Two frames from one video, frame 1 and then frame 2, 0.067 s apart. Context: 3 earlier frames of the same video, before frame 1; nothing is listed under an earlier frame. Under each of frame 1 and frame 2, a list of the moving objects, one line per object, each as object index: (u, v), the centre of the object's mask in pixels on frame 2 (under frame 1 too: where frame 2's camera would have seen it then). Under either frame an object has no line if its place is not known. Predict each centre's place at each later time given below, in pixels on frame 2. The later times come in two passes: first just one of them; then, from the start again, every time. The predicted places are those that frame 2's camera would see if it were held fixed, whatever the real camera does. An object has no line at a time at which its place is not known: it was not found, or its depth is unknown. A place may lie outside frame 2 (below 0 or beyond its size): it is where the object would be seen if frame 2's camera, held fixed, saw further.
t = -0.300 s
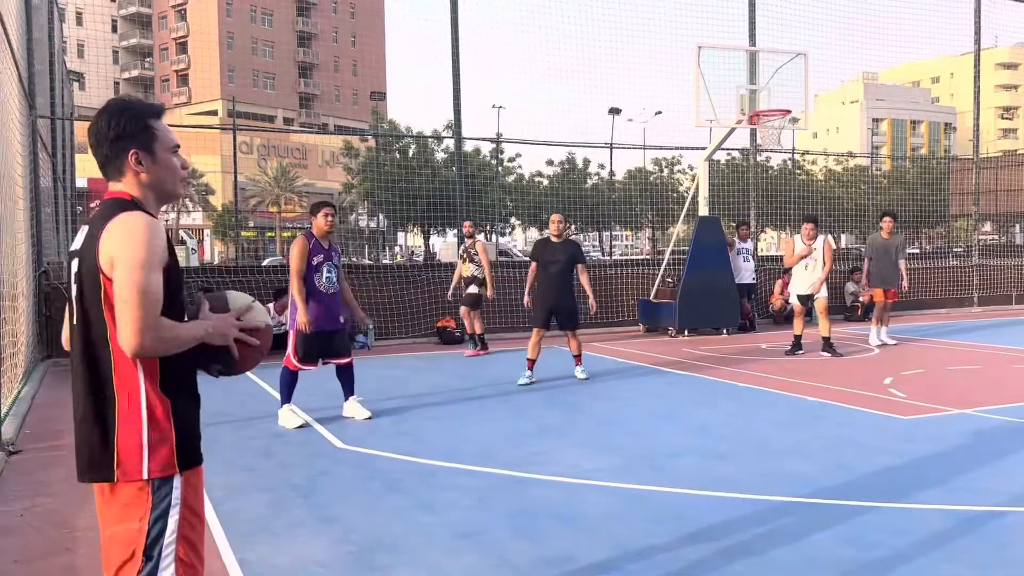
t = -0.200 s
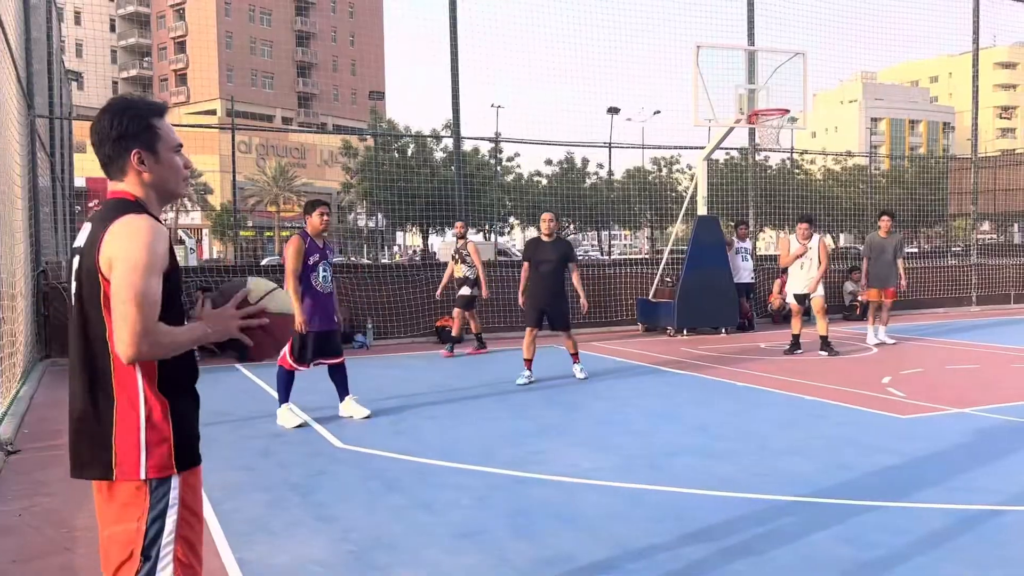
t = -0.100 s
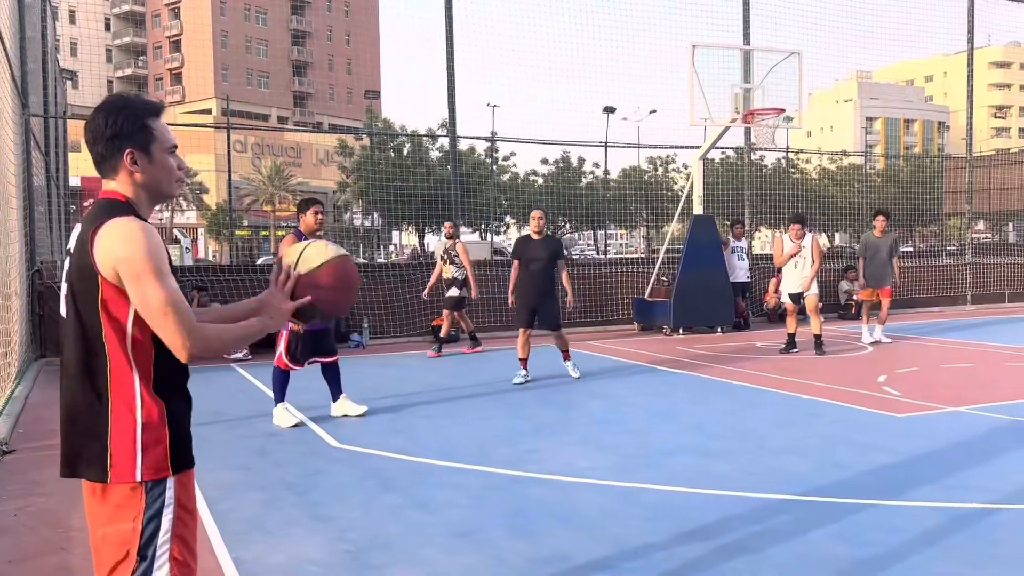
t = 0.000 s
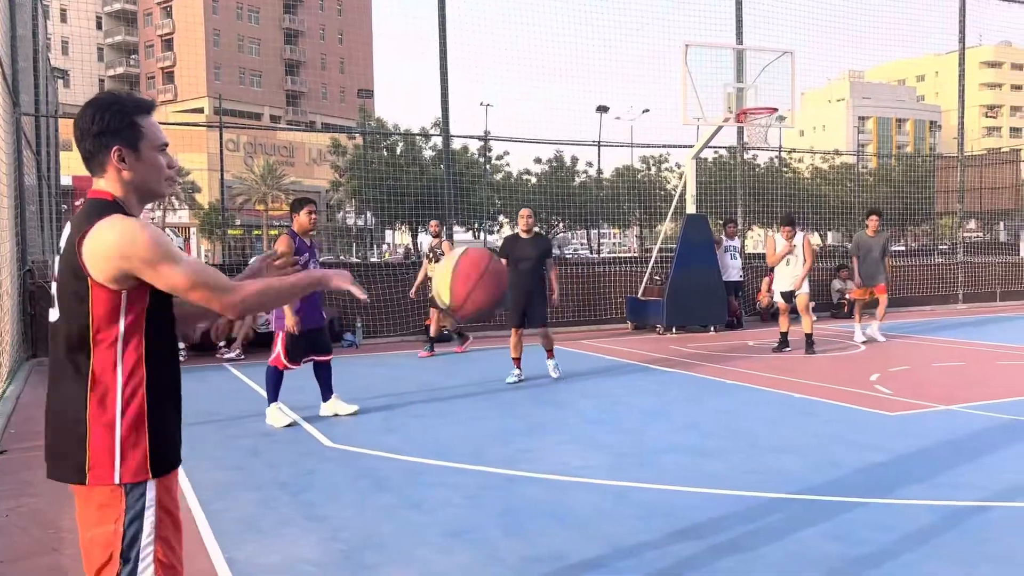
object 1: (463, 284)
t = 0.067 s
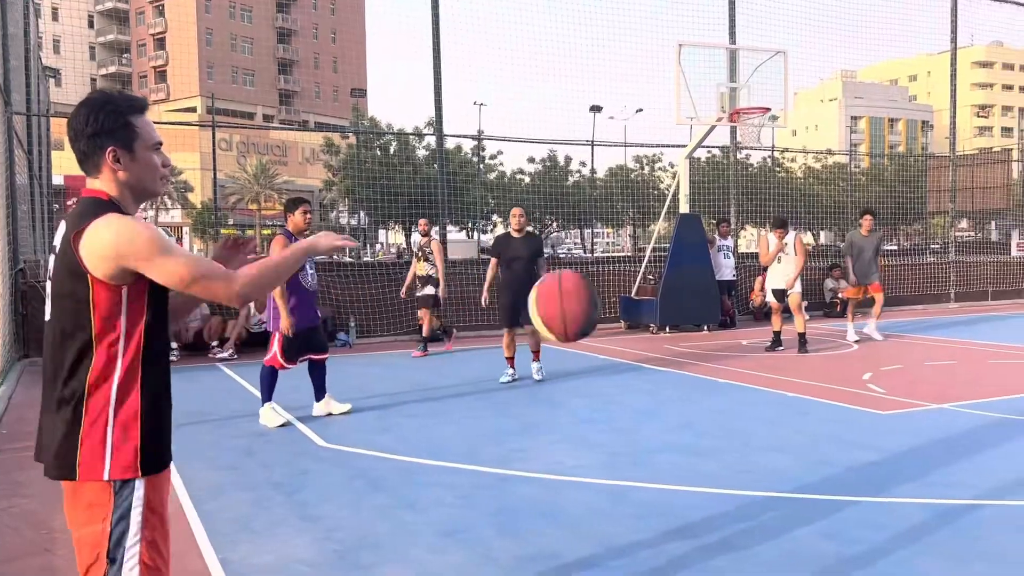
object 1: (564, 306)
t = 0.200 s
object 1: (745, 379)
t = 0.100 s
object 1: (611, 321)
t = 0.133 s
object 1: (658, 337)
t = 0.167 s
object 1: (702, 356)
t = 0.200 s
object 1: (745, 379)
